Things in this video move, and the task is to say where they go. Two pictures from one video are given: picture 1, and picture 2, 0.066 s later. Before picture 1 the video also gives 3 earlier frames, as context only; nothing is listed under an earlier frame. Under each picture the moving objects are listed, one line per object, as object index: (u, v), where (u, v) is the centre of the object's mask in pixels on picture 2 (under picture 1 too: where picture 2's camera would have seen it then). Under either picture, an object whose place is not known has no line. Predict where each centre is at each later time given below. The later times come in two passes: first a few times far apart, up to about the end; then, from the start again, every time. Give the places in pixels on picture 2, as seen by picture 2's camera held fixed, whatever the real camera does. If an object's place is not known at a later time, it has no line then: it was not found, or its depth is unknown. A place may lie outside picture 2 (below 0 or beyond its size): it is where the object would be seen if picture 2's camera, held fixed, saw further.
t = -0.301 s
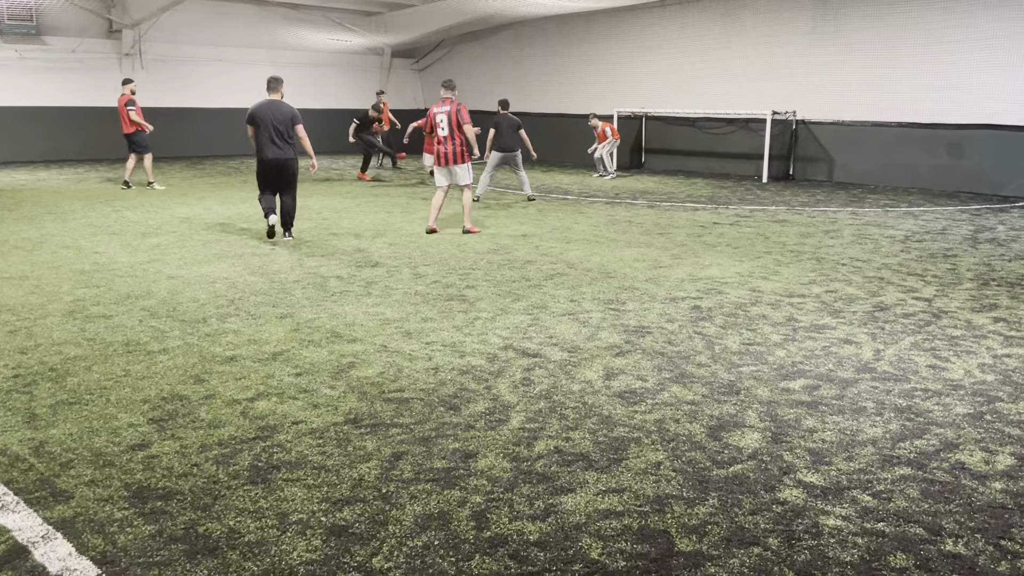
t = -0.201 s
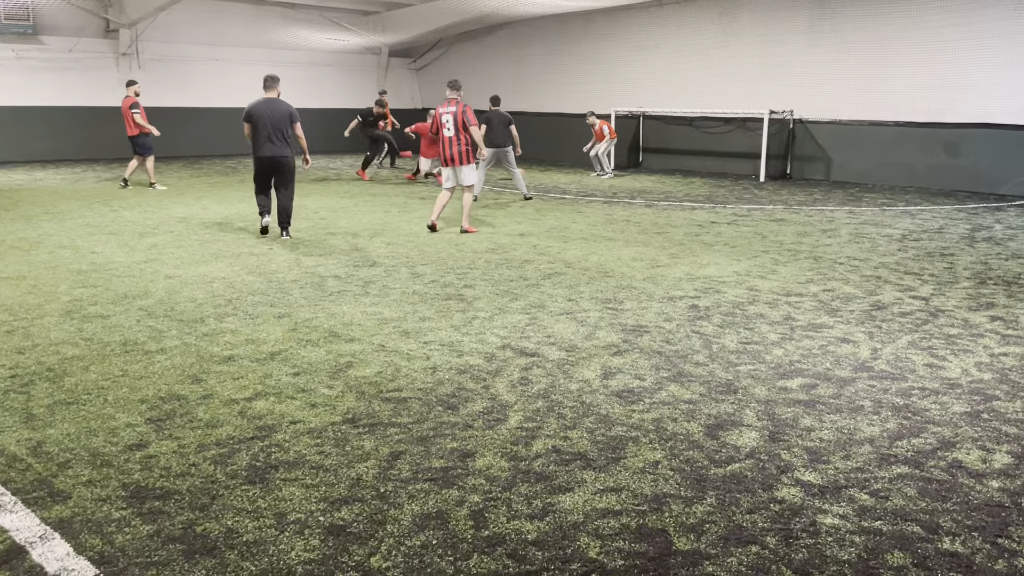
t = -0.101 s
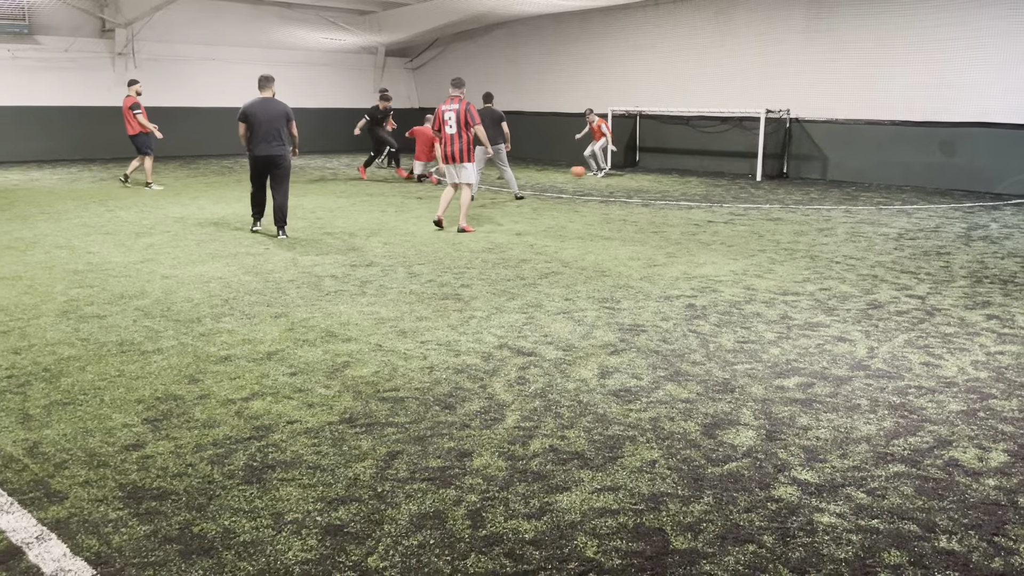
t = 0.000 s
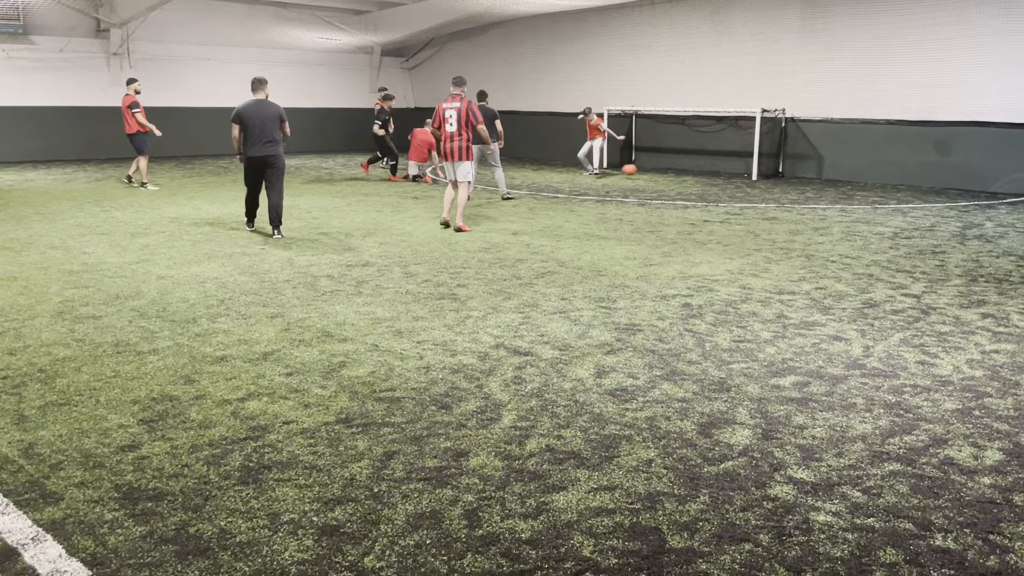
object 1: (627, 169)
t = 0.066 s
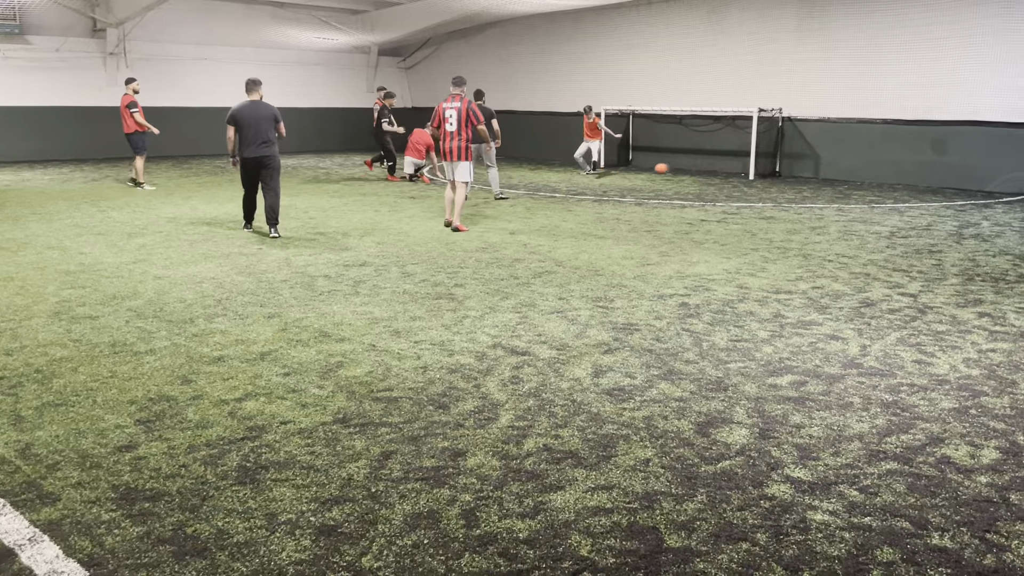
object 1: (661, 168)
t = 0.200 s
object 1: (735, 175)
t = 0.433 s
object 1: (850, 180)
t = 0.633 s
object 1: (938, 182)
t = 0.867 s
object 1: (1006, 179)
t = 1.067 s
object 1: (1069, 198)
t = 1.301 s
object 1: (1146, 204)
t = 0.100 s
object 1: (680, 169)
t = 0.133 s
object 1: (698, 170)
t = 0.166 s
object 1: (716, 172)
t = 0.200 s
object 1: (735, 175)
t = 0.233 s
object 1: (752, 177)
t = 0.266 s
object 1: (769, 176)
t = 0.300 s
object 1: (785, 176)
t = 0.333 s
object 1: (802, 177)
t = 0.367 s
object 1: (818, 178)
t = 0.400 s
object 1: (834, 180)
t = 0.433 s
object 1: (850, 180)
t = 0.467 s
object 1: (865, 180)
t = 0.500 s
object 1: (880, 180)
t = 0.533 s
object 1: (894, 181)
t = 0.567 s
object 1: (910, 181)
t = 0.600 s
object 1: (925, 181)
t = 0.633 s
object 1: (938, 182)
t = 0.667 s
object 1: (948, 180)
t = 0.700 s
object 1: (957, 177)
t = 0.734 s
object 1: (966, 177)
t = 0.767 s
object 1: (976, 176)
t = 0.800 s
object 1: (986, 177)
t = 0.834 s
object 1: (995, 177)
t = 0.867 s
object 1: (1006, 179)
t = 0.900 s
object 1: (1016, 181)
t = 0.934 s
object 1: (1025, 185)
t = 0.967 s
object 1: (1036, 188)
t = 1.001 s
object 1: (1048, 193)
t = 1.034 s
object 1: (1058, 198)
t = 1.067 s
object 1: (1069, 198)
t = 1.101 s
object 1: (1080, 196)
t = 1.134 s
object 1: (1090, 196)
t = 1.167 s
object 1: (1102, 196)
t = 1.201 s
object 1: (1113, 197)
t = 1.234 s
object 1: (1124, 198)
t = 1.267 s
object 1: (1136, 201)
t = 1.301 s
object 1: (1146, 204)
